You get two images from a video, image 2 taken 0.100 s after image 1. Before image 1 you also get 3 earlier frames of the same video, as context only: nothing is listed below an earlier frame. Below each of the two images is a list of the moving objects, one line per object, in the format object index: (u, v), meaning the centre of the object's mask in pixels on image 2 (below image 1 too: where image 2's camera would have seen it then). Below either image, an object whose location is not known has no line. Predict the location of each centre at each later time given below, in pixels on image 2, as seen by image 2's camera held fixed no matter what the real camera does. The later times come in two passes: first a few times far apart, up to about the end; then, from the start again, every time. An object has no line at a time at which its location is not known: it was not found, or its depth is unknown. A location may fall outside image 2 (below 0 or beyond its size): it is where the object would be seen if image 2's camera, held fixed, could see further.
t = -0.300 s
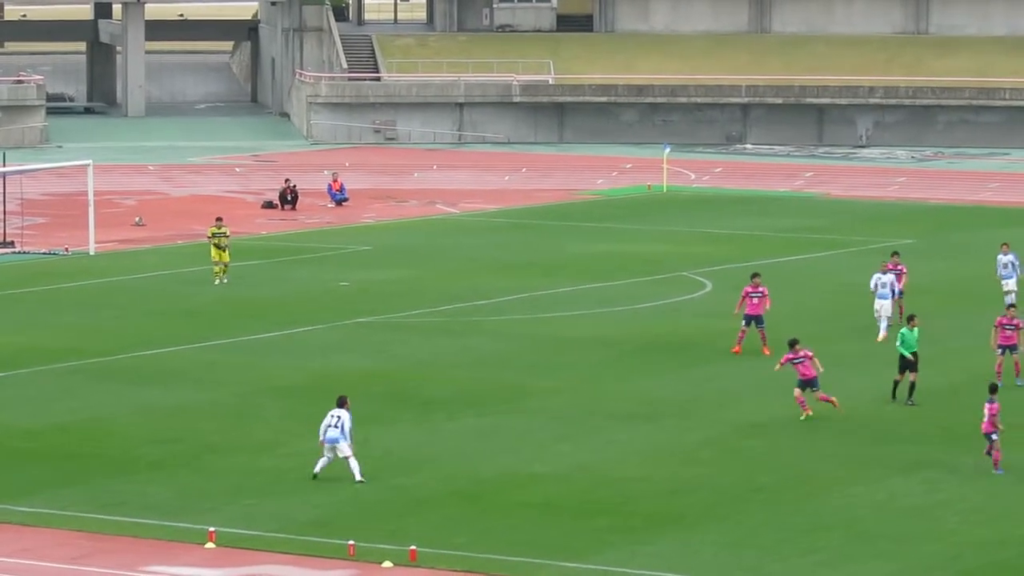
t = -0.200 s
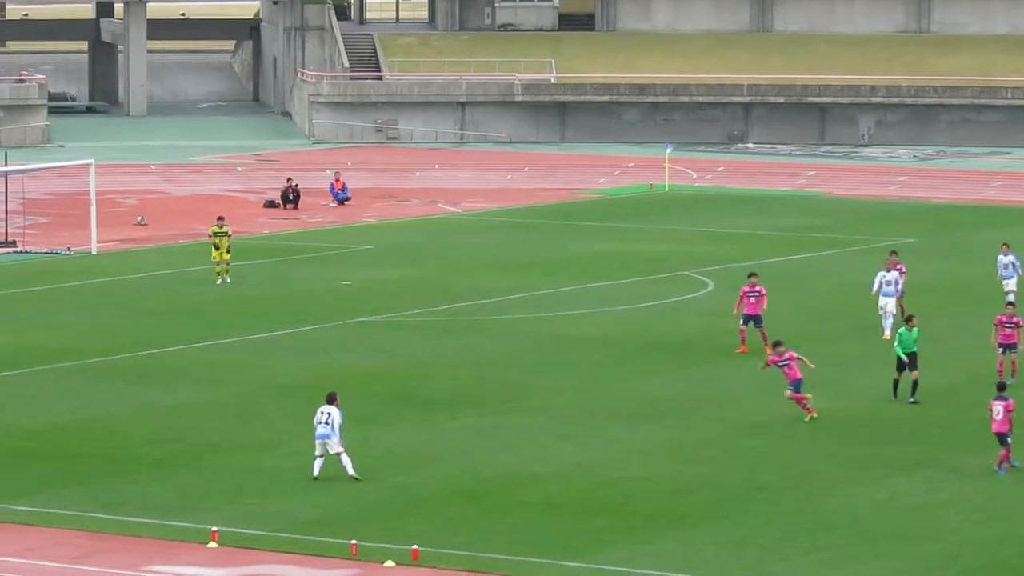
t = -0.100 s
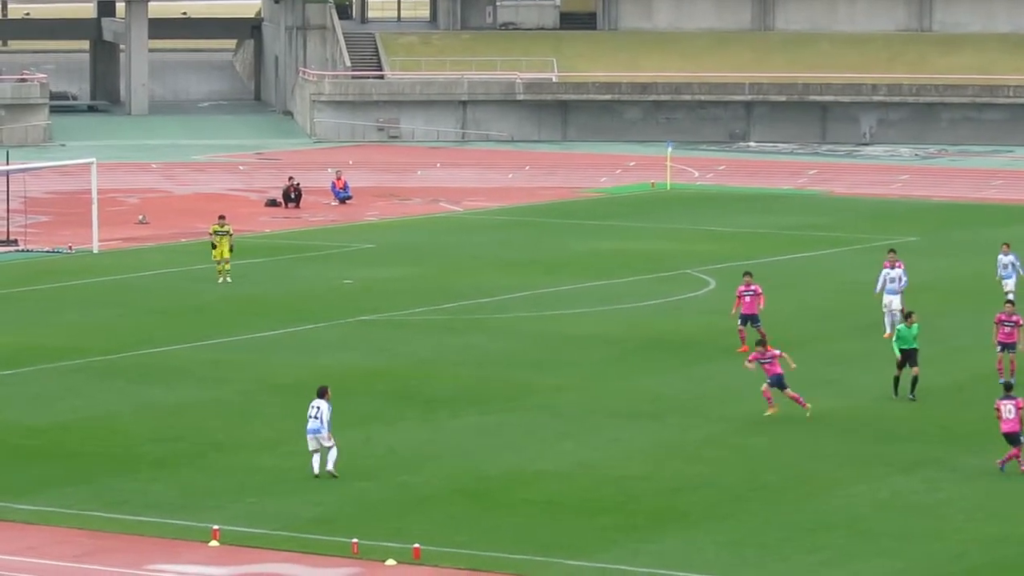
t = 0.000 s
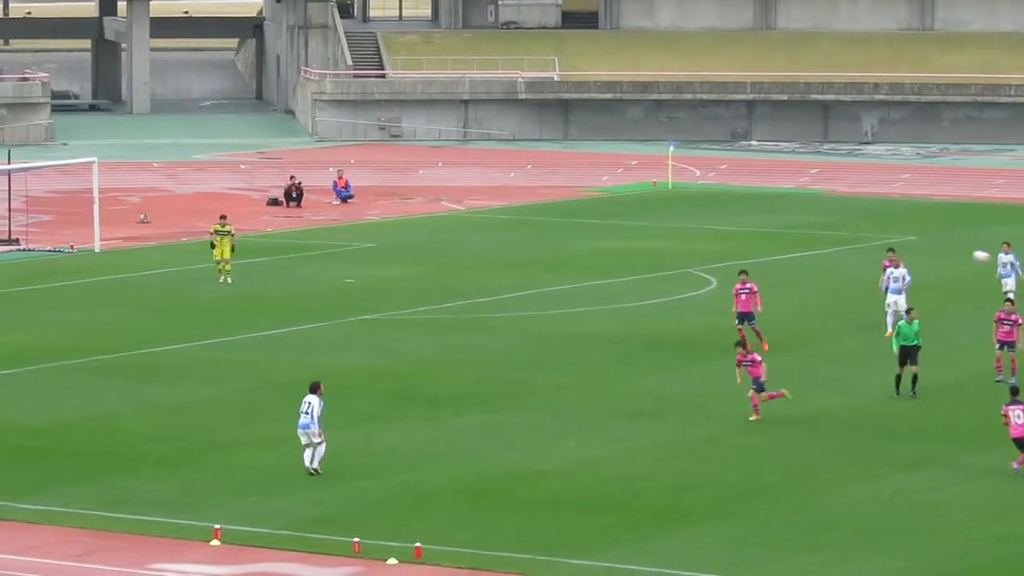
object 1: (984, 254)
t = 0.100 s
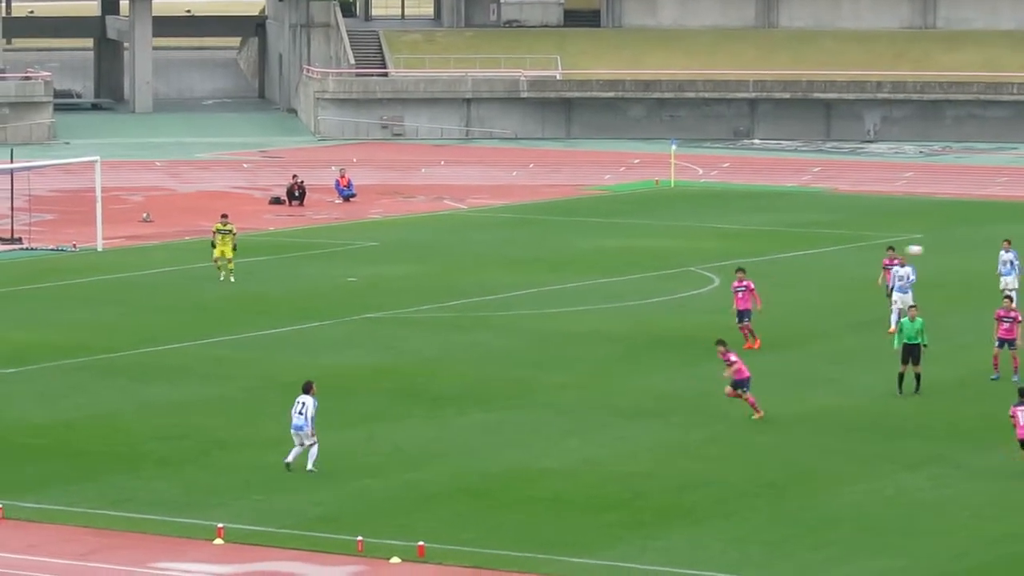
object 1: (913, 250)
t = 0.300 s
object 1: (777, 255)
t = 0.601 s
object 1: (574, 297)
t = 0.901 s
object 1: (374, 379)
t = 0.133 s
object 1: (891, 251)
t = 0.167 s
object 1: (868, 250)
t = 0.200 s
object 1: (845, 250)
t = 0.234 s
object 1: (822, 251)
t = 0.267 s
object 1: (800, 253)
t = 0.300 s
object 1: (777, 255)
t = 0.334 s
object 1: (754, 258)
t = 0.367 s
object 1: (732, 261)
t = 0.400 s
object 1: (709, 266)
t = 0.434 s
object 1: (687, 269)
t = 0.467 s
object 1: (664, 274)
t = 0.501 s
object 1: (642, 278)
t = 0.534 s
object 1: (619, 284)
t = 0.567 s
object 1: (597, 291)
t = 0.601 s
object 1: (574, 297)
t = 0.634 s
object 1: (552, 304)
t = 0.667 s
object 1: (530, 311)
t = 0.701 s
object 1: (508, 320)
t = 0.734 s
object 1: (486, 328)
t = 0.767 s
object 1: (464, 338)
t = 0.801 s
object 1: (442, 347)
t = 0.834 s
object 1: (419, 357)
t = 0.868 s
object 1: (397, 367)
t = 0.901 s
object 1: (374, 379)
